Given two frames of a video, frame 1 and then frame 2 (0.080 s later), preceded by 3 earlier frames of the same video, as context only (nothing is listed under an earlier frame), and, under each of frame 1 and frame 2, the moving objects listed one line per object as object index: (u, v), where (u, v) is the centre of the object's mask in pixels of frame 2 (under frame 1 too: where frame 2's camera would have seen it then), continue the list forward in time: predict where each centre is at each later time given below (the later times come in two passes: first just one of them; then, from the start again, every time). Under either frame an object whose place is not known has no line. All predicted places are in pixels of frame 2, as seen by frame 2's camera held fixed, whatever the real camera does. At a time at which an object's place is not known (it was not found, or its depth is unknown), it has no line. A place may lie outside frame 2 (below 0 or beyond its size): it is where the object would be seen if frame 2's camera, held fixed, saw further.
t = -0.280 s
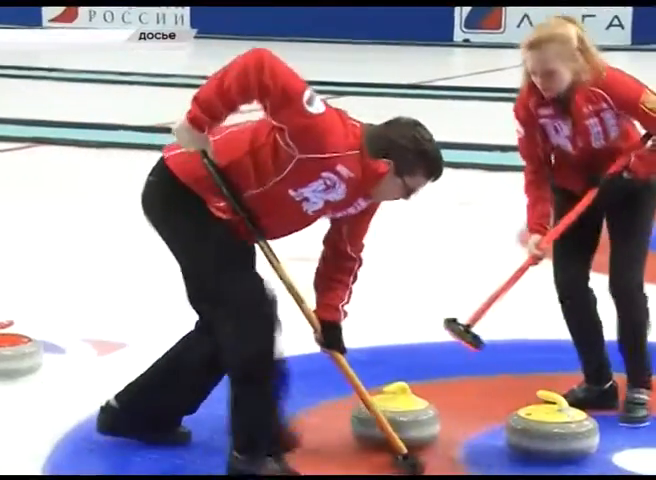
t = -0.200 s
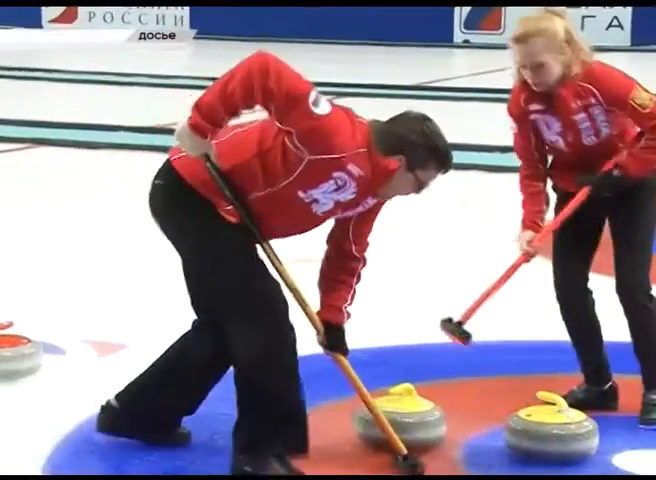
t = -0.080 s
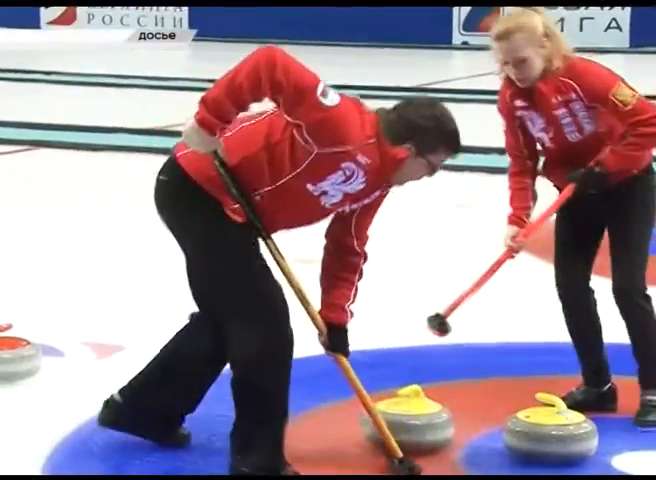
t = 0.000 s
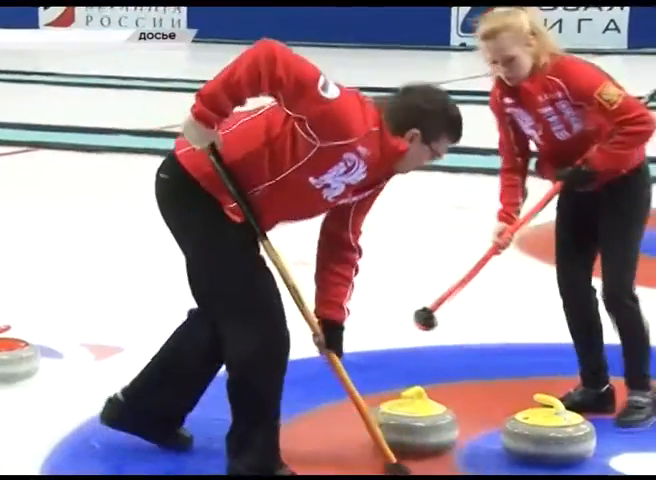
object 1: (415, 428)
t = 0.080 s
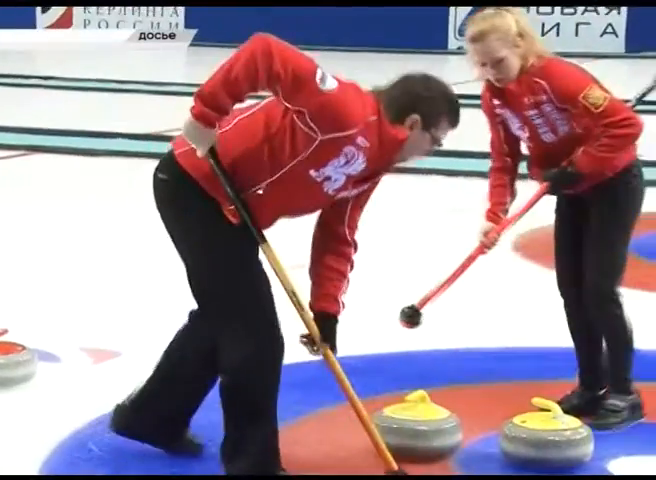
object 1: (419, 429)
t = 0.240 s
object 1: (430, 429)
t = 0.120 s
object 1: (421, 429)
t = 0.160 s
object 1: (423, 429)
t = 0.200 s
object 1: (426, 429)
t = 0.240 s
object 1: (430, 429)
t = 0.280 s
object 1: (433, 429)
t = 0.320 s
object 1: (436, 429)
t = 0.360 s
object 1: (440, 428)
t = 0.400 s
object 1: (445, 427)
